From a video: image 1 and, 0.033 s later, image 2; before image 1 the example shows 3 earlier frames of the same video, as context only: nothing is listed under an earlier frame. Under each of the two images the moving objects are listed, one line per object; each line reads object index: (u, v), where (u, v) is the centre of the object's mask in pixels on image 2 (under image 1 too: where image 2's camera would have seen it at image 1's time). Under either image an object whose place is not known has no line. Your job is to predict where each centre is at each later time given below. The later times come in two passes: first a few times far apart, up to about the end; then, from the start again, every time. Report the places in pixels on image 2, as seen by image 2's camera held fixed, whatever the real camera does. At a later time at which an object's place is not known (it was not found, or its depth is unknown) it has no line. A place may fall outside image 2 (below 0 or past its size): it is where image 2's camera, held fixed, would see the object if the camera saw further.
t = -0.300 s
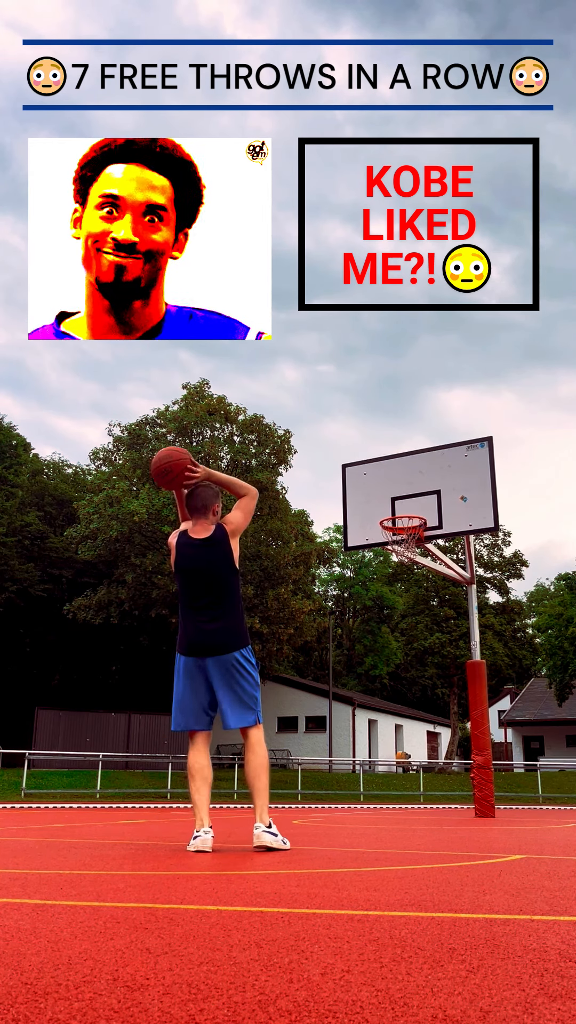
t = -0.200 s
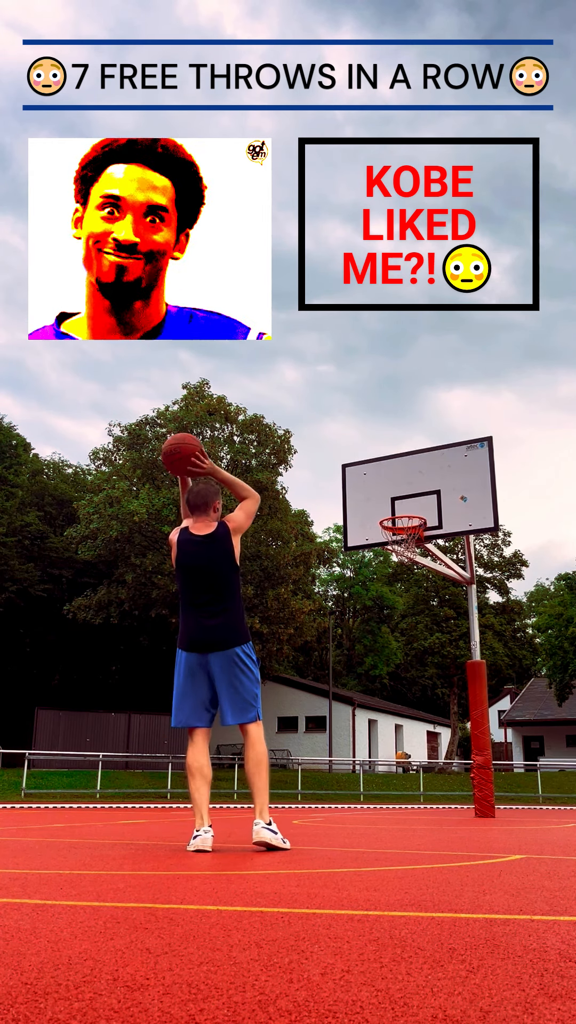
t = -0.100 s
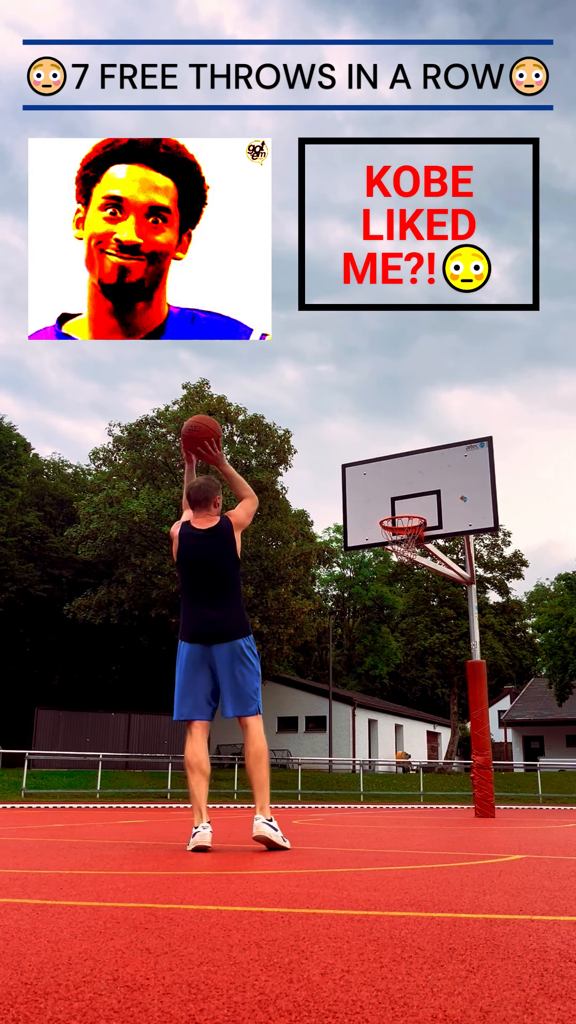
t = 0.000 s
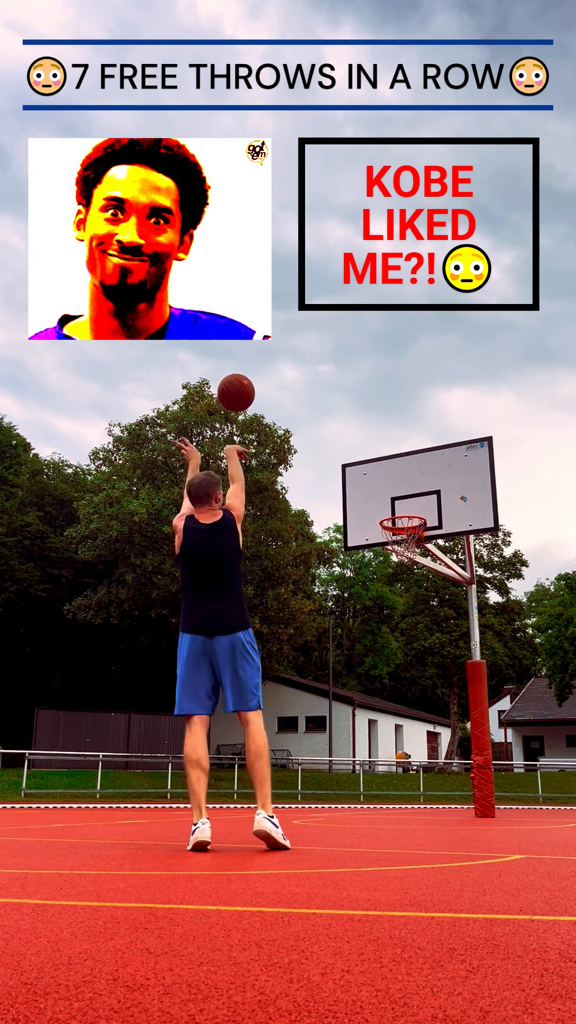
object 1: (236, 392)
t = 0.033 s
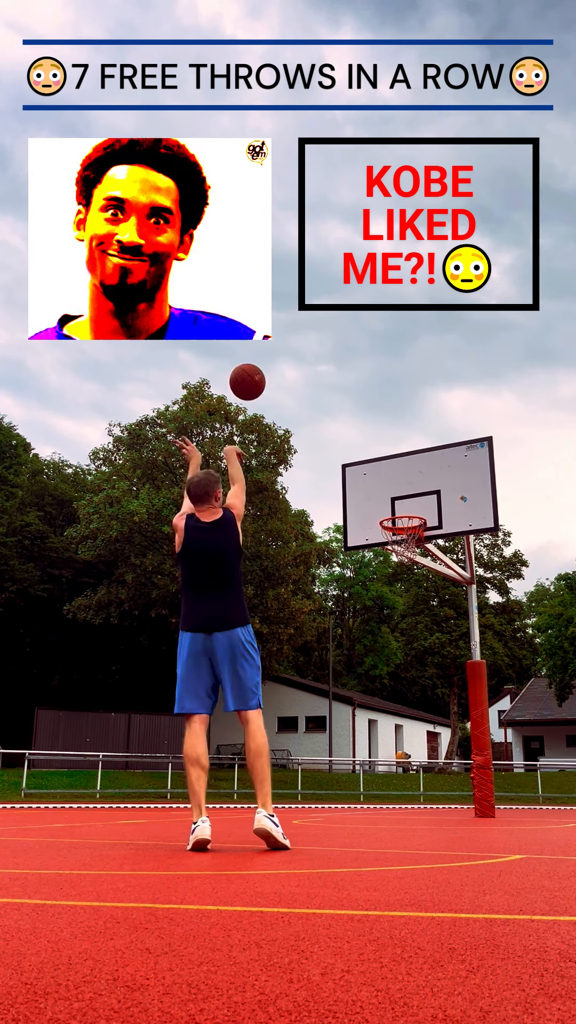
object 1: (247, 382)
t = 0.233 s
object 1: (301, 356)
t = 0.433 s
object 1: (340, 376)
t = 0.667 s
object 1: (375, 441)
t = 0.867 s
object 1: (398, 522)
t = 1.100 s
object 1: (393, 554)
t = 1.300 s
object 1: (383, 598)
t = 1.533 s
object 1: (371, 698)
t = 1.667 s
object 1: (364, 784)
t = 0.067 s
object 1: (258, 373)
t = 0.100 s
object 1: (267, 367)
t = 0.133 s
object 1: (277, 361)
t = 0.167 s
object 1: (285, 358)
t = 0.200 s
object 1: (294, 356)
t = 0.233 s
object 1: (301, 356)
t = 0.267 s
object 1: (309, 357)
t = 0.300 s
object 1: (316, 358)
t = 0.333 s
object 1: (322, 361)
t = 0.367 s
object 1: (328, 365)
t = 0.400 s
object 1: (334, 371)
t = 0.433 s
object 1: (340, 376)
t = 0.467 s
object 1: (346, 383)
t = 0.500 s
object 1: (351, 391)
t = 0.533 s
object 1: (356, 399)
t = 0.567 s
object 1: (361, 409)
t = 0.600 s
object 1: (366, 419)
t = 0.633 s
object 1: (370, 429)
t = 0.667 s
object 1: (375, 441)
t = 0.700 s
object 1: (379, 452)
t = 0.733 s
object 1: (383, 465)
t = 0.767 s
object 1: (387, 479)
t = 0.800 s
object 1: (391, 492)
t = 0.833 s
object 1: (395, 506)
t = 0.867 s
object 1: (398, 522)
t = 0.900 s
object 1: (401, 537)
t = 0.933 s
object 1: (402, 546)
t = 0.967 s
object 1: (400, 545)
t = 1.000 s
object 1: (398, 545)
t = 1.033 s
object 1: (395, 548)
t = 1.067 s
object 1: (393, 552)
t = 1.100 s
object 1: (393, 554)
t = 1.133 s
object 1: (391, 559)
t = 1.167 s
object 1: (389, 565)
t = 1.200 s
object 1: (388, 571)
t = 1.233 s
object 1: (386, 579)
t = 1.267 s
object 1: (384, 588)
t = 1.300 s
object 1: (383, 598)
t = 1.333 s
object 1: (381, 609)
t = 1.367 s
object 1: (379, 621)
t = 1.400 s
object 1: (378, 635)
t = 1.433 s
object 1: (376, 649)
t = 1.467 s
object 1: (374, 665)
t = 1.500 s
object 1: (372, 682)
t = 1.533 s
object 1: (371, 698)
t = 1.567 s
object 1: (369, 718)
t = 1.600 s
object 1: (367, 738)
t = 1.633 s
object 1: (365, 760)
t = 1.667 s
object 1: (364, 784)
